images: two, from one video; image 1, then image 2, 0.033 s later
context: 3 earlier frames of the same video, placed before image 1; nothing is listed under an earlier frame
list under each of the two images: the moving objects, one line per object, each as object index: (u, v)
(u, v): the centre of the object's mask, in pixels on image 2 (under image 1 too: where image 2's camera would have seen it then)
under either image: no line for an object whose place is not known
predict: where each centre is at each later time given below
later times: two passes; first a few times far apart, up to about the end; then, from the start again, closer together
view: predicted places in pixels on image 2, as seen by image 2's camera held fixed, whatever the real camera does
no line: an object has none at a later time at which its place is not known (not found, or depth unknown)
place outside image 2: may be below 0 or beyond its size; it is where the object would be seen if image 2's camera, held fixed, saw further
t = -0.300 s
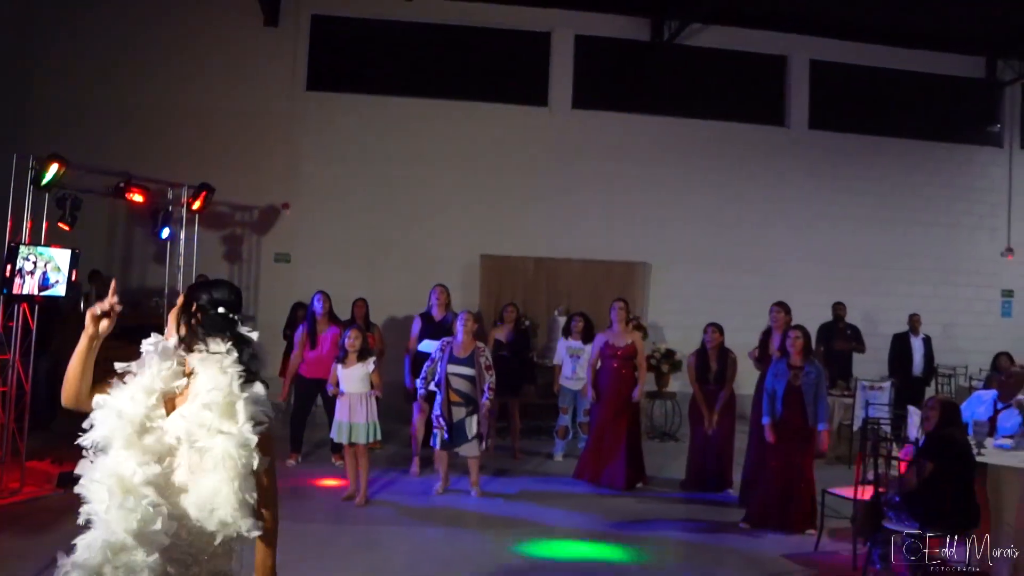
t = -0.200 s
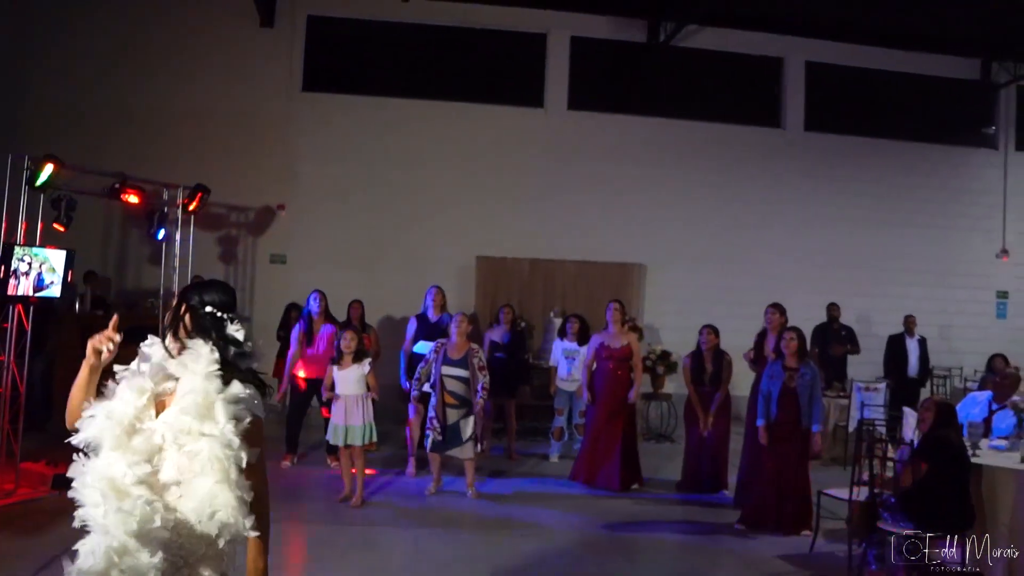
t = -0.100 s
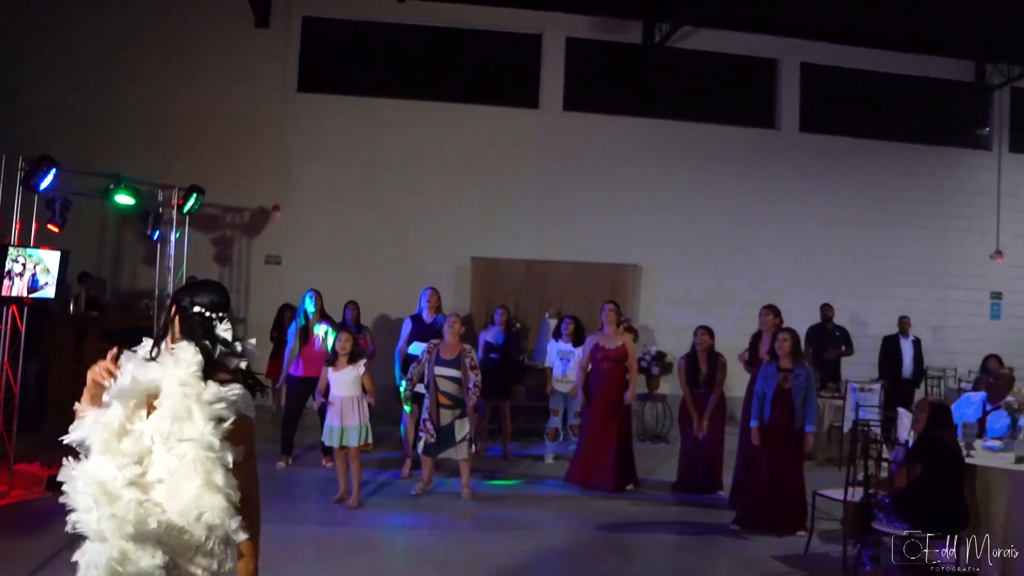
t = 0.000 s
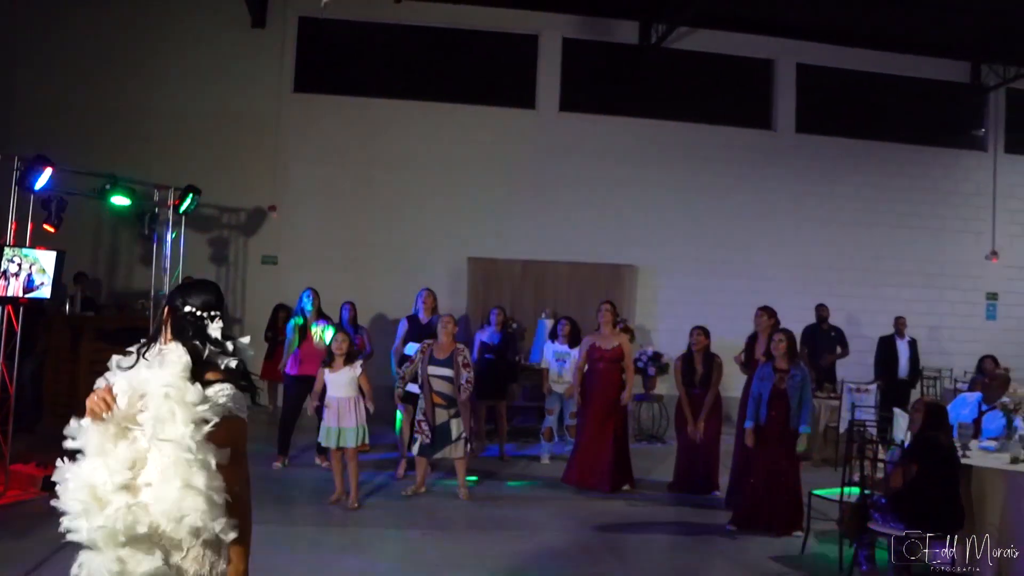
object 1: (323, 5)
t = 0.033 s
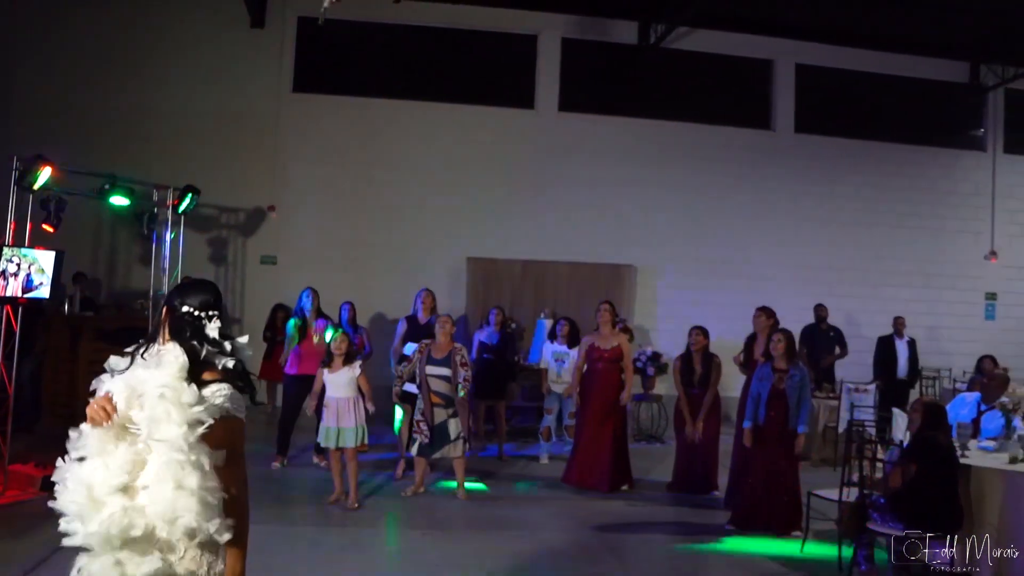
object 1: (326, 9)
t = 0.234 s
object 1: (345, 26)
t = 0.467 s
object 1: (356, 83)
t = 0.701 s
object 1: (363, 149)
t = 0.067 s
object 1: (331, 10)
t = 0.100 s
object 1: (336, 12)
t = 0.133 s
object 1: (338, 15)
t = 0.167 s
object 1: (340, 17)
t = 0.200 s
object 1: (343, 20)
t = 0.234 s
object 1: (345, 26)
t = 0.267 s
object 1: (348, 32)
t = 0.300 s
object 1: (350, 40)
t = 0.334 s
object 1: (351, 48)
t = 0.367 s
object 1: (352, 56)
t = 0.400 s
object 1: (354, 65)
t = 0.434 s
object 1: (355, 74)
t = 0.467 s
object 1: (356, 83)
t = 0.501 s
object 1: (357, 91)
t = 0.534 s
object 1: (358, 100)
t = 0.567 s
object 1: (358, 109)
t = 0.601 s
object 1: (360, 119)
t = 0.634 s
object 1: (361, 129)
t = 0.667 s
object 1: (362, 138)
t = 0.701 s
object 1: (363, 149)
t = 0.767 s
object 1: (363, 169)
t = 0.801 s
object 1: (364, 179)
